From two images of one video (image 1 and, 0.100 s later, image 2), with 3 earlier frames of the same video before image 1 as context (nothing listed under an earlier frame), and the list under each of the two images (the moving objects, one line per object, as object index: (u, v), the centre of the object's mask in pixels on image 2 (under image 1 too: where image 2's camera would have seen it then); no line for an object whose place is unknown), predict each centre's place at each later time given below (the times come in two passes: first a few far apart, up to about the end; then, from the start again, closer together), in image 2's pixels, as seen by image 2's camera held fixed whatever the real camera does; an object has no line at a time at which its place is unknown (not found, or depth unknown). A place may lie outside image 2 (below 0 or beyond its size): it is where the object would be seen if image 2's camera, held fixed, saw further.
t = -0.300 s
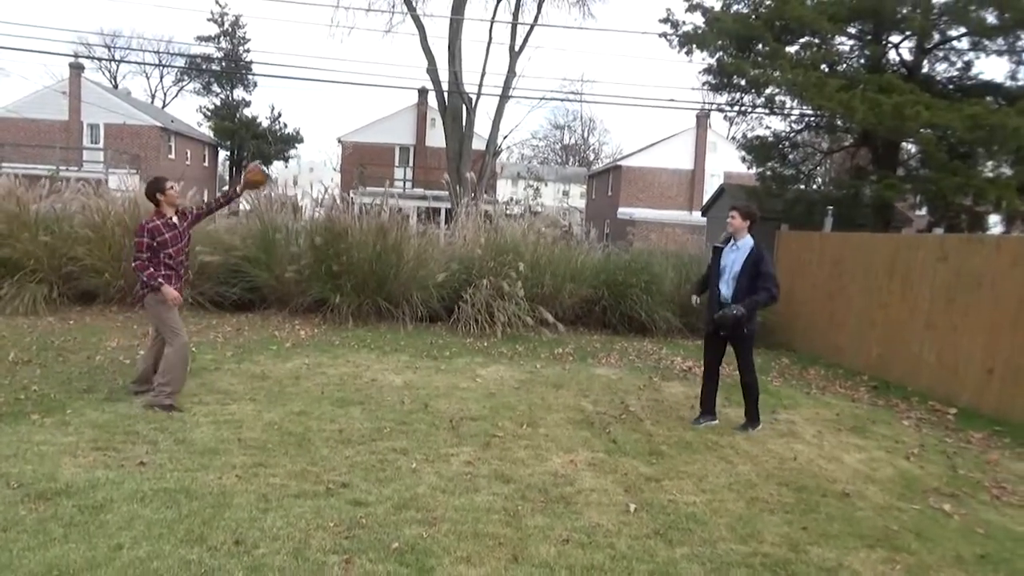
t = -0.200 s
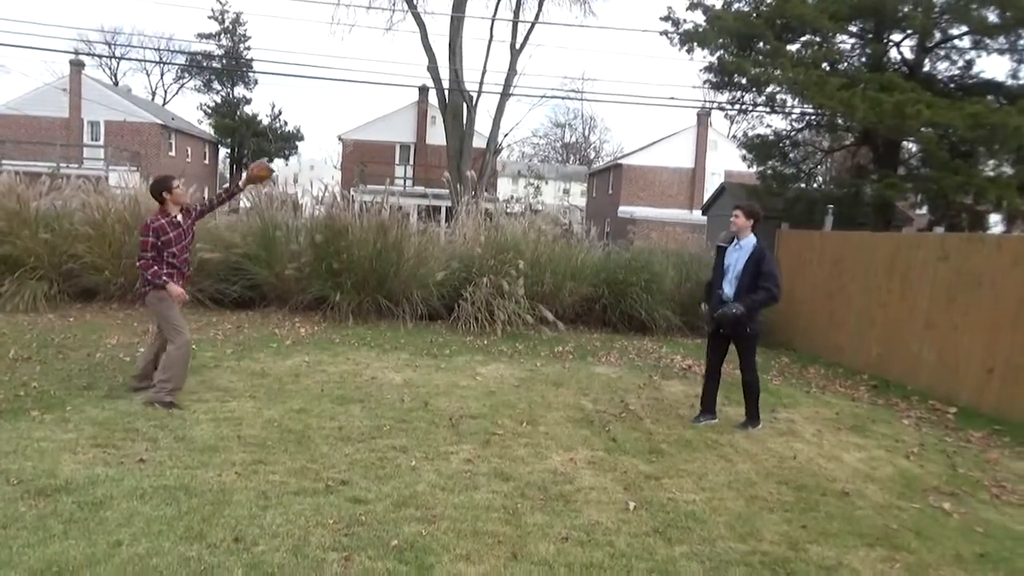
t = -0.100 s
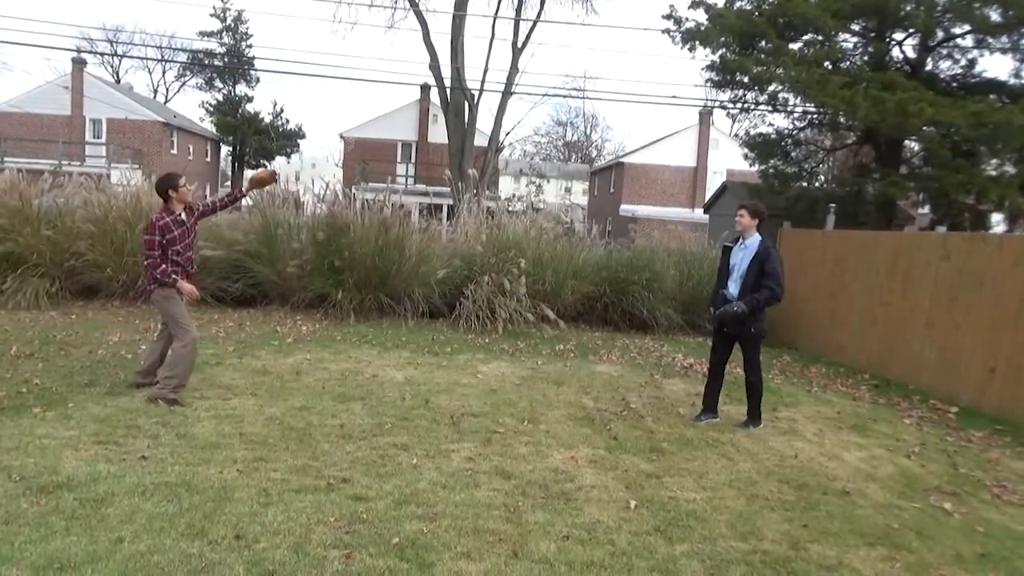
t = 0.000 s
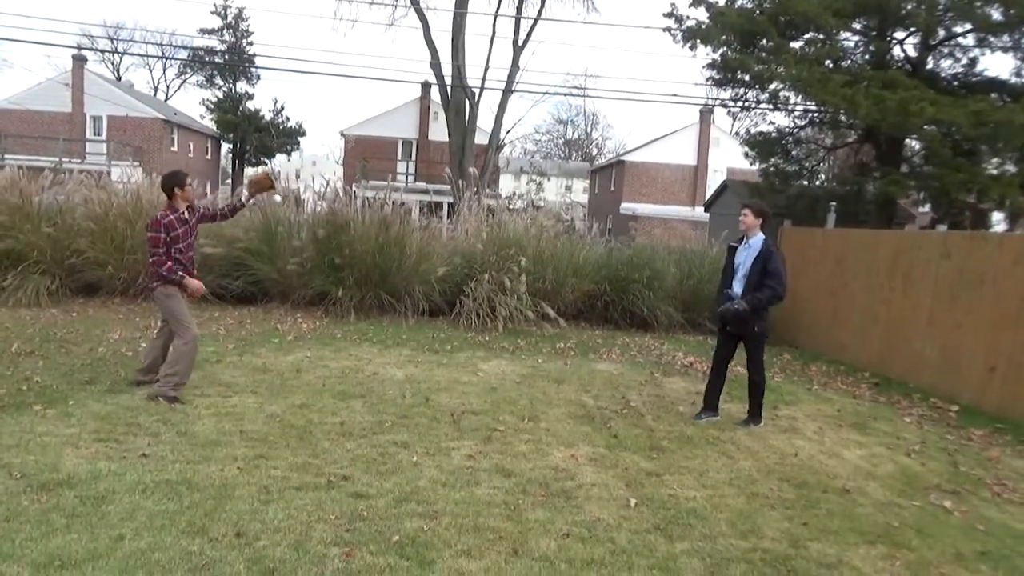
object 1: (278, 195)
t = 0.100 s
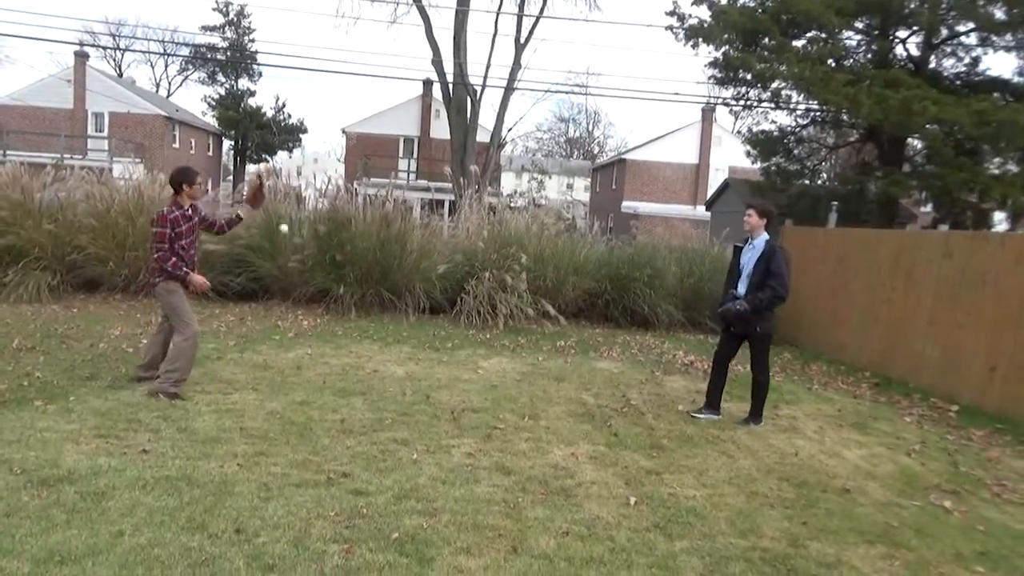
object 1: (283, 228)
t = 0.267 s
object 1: (292, 306)
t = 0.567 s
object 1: (306, 360)
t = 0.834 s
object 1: (314, 364)
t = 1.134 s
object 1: (316, 365)
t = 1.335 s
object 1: (316, 365)
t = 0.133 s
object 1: (286, 242)
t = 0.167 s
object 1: (287, 257)
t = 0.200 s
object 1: (289, 272)
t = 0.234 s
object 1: (290, 289)
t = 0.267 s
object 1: (292, 306)
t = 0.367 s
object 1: (296, 364)
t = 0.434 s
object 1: (299, 367)
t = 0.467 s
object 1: (301, 364)
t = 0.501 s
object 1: (303, 361)
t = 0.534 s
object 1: (305, 360)
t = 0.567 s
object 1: (306, 360)
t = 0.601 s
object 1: (308, 361)
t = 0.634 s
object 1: (309, 363)
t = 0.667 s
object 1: (311, 366)
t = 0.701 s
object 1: (312, 366)
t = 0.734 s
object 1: (313, 365)
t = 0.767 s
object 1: (313, 364)
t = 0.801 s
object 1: (314, 363)
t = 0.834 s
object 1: (314, 364)
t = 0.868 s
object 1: (315, 364)
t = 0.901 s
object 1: (316, 365)
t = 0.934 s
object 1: (316, 365)
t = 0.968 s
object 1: (316, 364)
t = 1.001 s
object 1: (316, 364)
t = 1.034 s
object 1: (316, 364)
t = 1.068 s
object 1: (316, 365)
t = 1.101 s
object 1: (316, 365)
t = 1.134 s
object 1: (316, 365)
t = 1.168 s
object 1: (316, 365)
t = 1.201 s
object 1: (316, 365)
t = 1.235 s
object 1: (316, 365)
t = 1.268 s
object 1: (316, 365)
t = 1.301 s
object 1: (315, 365)
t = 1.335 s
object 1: (316, 365)
